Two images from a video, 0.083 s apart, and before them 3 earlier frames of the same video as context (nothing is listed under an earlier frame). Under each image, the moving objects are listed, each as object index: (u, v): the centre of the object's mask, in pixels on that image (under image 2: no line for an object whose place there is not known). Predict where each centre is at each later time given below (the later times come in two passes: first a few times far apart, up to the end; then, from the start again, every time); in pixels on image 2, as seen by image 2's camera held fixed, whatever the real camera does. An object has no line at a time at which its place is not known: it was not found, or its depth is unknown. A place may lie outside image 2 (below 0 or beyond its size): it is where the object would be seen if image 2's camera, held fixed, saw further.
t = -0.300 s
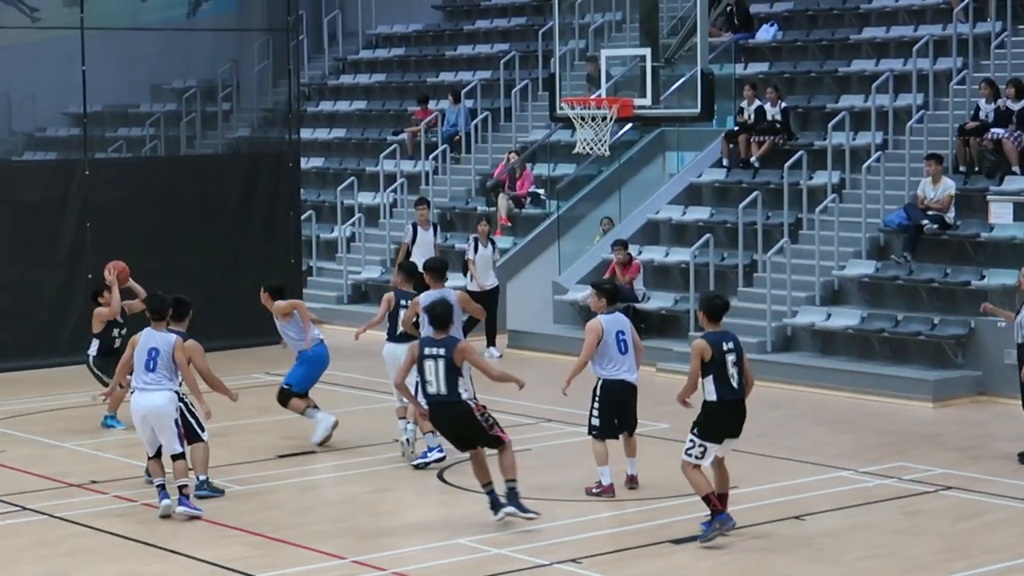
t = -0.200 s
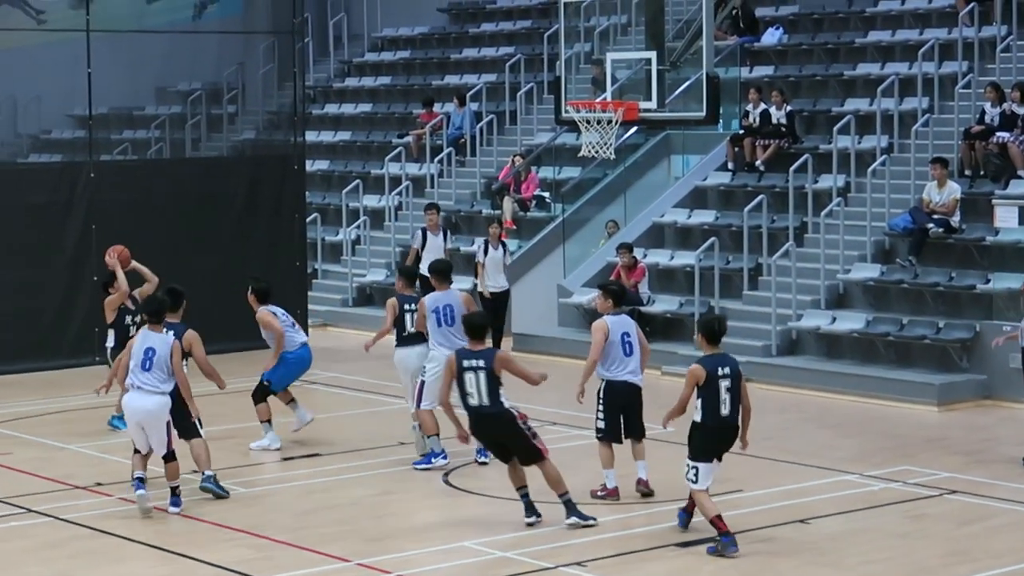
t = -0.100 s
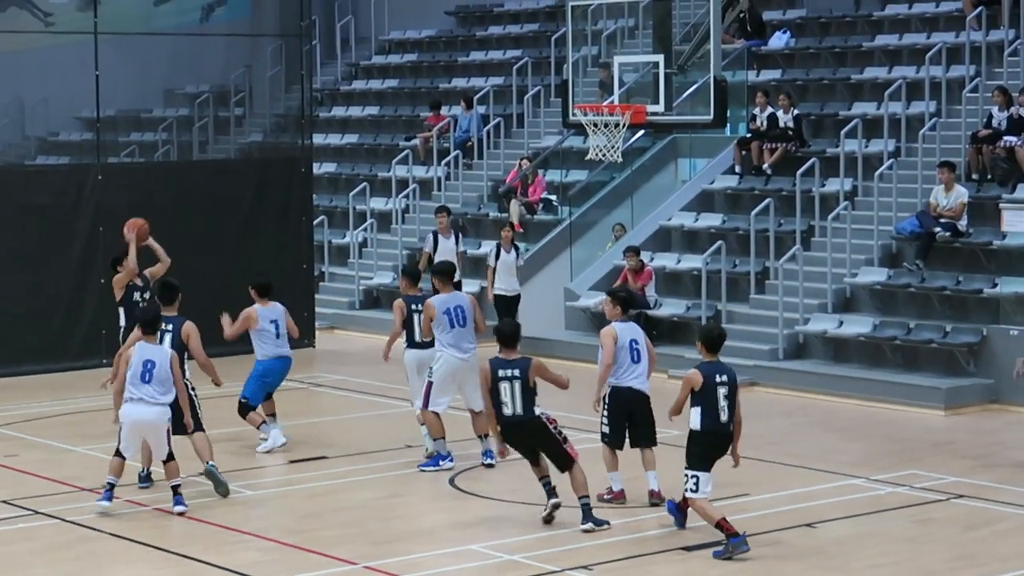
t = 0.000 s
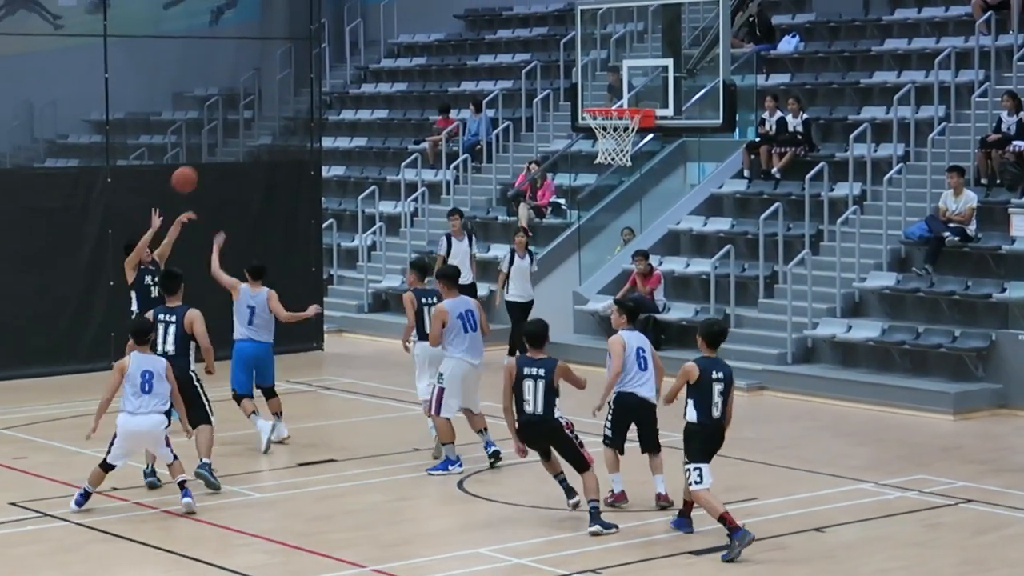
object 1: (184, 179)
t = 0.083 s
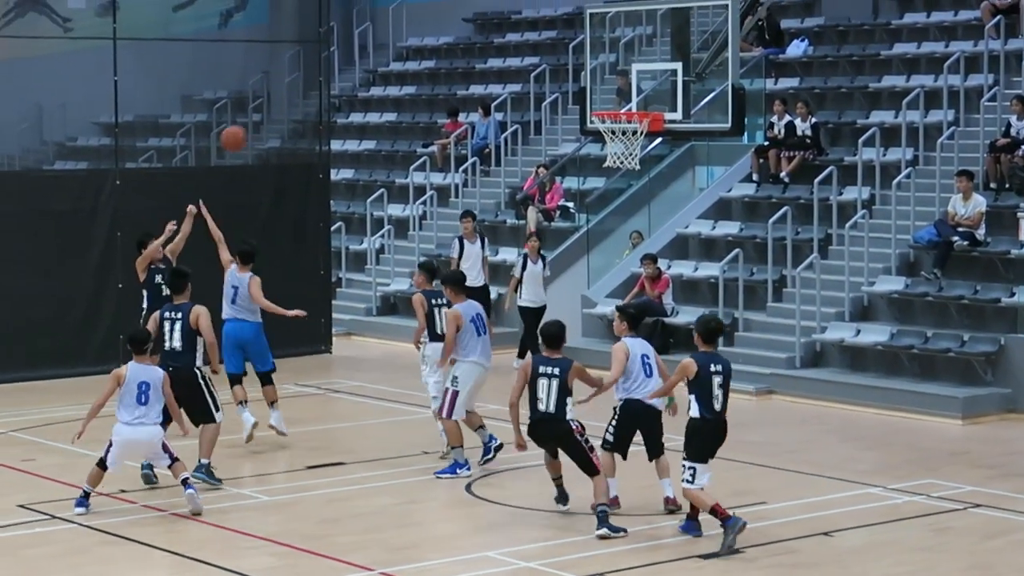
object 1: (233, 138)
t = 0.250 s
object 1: (317, 71)
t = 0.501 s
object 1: (454, 23)
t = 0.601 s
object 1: (507, 23)
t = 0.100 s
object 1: (241, 130)
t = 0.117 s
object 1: (250, 123)
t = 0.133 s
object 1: (259, 115)
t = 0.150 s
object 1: (267, 108)
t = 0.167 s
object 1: (276, 100)
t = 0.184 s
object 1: (284, 94)
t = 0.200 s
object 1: (292, 87)
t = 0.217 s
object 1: (301, 81)
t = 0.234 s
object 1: (310, 76)
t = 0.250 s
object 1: (317, 71)
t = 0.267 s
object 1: (326, 66)
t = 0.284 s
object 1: (335, 61)
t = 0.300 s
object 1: (343, 56)
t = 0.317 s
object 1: (354, 52)
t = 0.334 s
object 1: (363, 47)
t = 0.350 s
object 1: (372, 44)
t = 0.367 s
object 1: (381, 40)
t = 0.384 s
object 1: (390, 37)
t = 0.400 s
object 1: (399, 34)
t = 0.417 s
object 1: (407, 32)
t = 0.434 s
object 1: (417, 29)
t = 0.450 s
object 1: (425, 27)
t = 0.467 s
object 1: (435, 26)
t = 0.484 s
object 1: (444, 25)
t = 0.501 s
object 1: (454, 23)
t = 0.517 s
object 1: (462, 23)
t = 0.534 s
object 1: (472, 23)
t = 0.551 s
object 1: (481, 22)
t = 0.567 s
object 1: (490, 22)
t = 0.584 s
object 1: (498, 22)
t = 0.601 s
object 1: (507, 23)
